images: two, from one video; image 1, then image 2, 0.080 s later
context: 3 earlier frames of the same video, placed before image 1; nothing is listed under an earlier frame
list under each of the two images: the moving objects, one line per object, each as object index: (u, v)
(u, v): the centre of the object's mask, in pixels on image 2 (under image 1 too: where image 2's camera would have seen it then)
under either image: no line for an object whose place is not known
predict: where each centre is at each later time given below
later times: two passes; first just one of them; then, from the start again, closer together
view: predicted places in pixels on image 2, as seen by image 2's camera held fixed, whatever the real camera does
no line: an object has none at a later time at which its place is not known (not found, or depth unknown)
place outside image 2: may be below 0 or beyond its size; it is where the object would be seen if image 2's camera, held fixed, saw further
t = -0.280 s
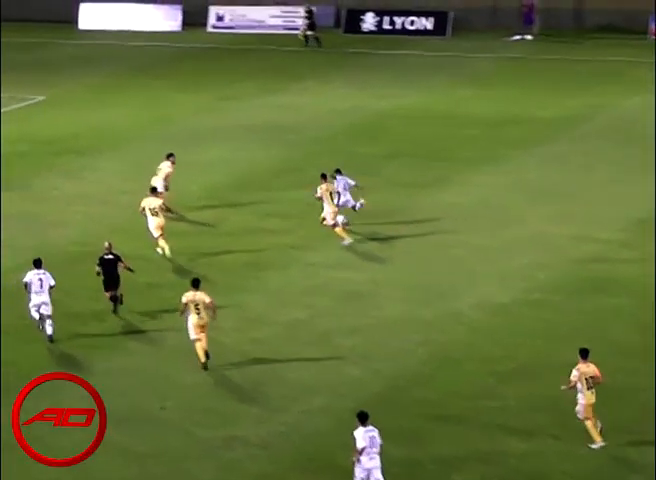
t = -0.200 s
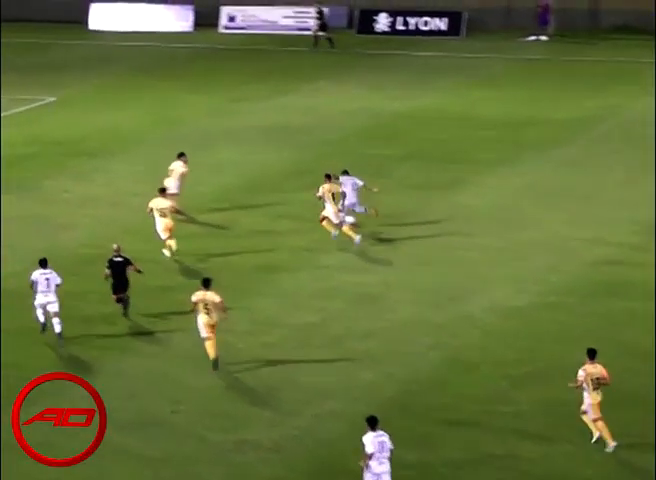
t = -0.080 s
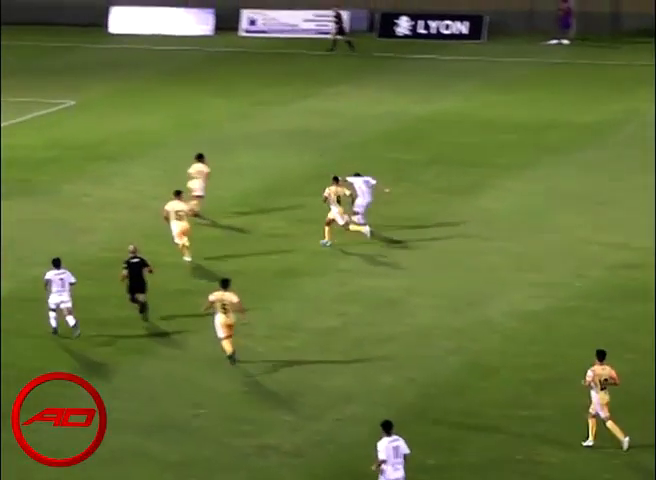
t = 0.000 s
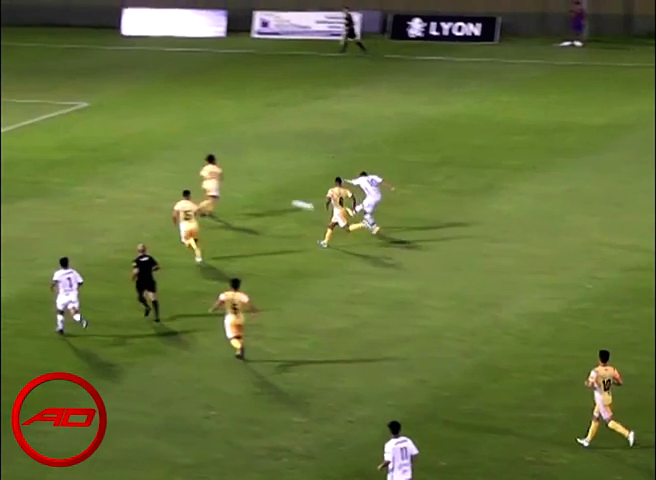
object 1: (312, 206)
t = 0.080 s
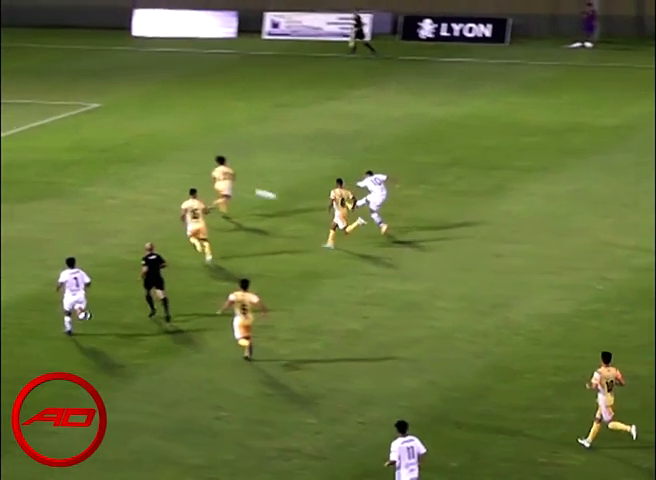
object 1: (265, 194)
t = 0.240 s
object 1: (174, 174)
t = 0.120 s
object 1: (243, 189)
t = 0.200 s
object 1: (196, 179)
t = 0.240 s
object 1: (174, 174)
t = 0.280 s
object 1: (151, 170)
